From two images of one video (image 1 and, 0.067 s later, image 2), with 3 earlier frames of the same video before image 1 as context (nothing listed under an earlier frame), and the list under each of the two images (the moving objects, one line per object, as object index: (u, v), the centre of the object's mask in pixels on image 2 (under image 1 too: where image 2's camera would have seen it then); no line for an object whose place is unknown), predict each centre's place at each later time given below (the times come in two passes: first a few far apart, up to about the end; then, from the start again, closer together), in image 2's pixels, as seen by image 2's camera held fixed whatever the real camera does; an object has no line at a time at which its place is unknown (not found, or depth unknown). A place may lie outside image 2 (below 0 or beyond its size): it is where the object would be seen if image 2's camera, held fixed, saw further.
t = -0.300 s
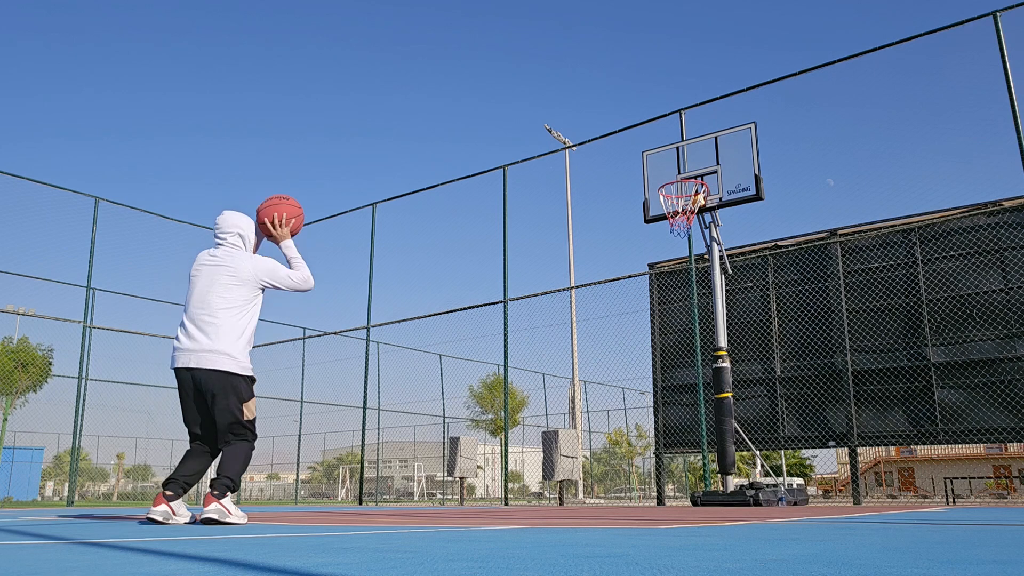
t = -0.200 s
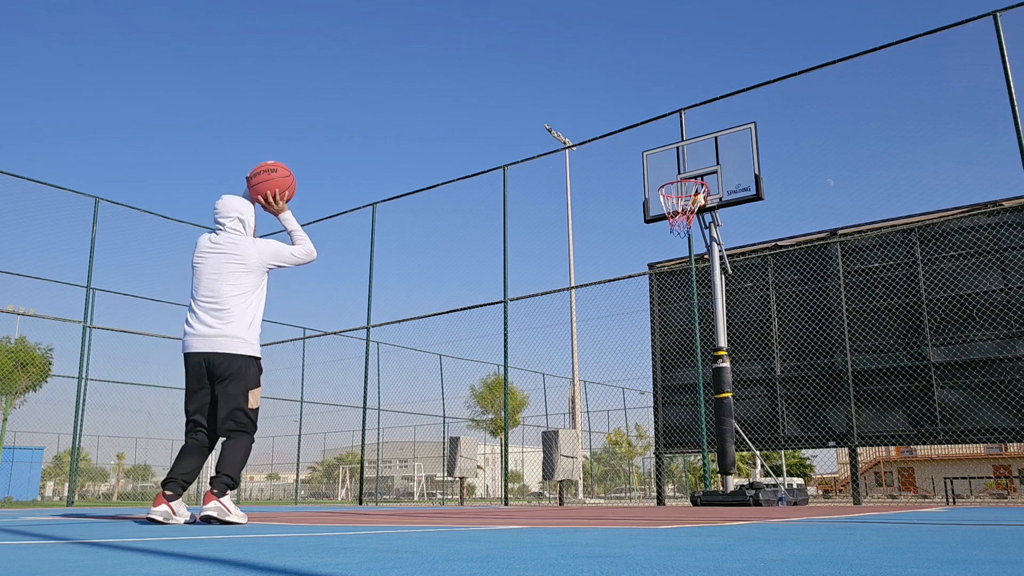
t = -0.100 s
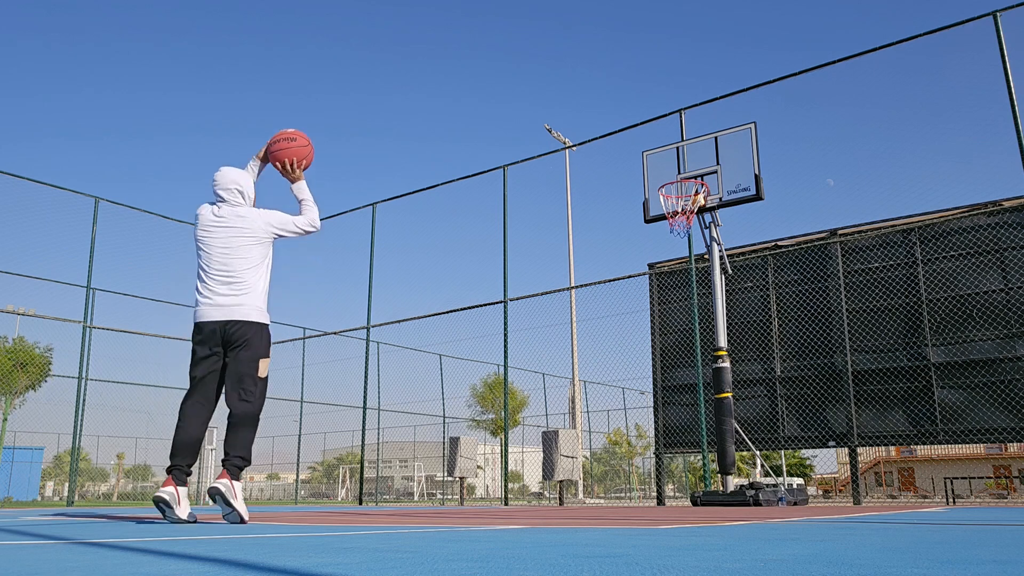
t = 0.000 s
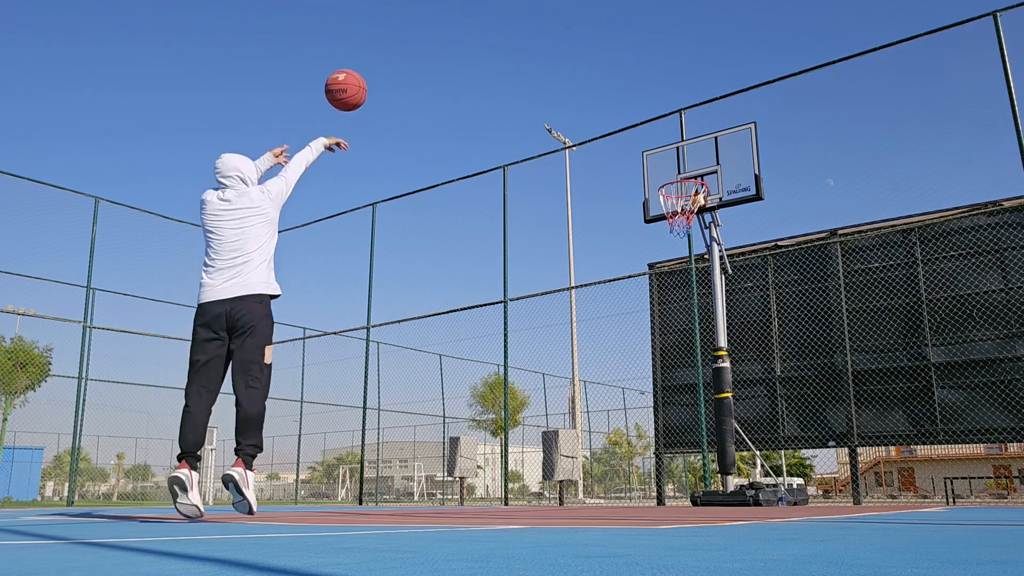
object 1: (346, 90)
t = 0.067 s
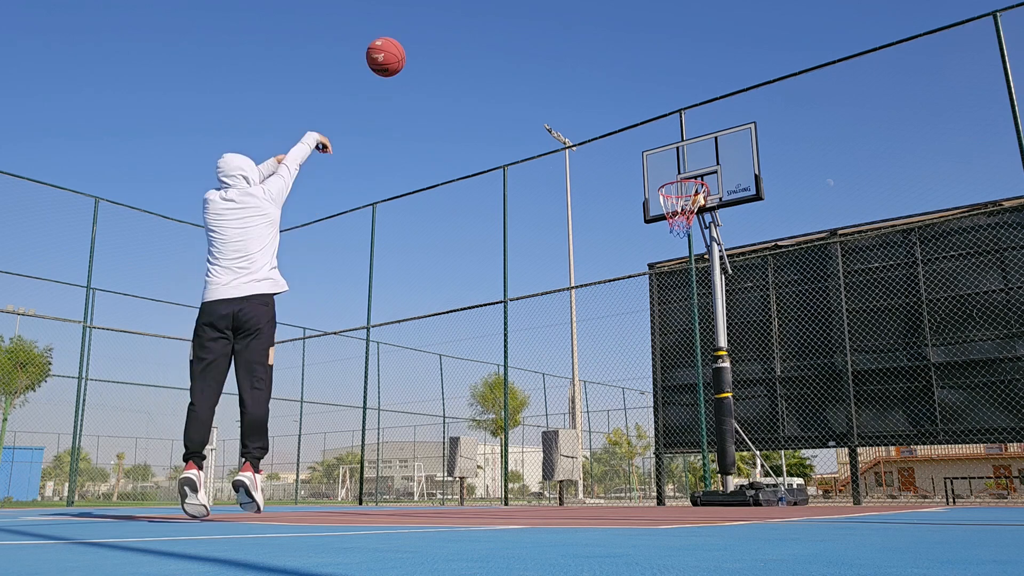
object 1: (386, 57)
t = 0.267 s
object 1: (478, 11)
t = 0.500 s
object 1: (557, 18)
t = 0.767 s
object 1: (627, 89)
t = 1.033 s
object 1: (677, 178)
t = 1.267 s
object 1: (676, 192)
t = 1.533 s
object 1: (677, 247)
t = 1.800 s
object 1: (683, 374)
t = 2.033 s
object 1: (690, 457)
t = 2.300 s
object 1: (691, 339)
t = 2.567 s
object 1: (694, 298)
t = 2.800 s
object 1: (699, 319)
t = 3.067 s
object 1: (705, 402)
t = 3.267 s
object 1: (698, 490)
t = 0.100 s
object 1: (403, 44)
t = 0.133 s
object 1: (420, 33)
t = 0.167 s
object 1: (436, 24)
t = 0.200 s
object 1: (451, 17)
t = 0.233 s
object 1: (465, 13)
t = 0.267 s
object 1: (478, 11)
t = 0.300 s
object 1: (491, 10)
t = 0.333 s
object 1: (503, 9)
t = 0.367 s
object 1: (515, 9)
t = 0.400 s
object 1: (526, 10)
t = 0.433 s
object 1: (537, 11)
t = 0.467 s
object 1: (547, 14)
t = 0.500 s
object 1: (557, 18)
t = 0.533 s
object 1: (567, 24)
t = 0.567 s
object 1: (576, 31)
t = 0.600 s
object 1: (585, 39)
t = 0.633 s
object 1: (594, 47)
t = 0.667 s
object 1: (603, 56)
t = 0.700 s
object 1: (611, 66)
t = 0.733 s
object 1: (619, 77)
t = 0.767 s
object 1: (627, 89)
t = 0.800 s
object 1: (635, 101)
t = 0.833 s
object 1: (642, 115)
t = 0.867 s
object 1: (650, 129)
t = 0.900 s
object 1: (657, 143)
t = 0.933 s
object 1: (664, 159)
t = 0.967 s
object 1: (670, 173)
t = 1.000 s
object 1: (673, 175)
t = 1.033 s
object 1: (677, 178)
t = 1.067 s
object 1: (680, 183)
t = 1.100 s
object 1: (683, 187)
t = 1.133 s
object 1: (685, 190)
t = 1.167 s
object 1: (683, 191)
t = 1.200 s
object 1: (680, 190)
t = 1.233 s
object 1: (679, 190)
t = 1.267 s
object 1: (676, 192)
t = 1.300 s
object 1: (675, 195)
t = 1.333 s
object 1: (677, 202)
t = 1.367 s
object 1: (675, 207)
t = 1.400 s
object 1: (675, 213)
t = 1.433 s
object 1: (675, 221)
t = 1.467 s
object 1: (676, 228)
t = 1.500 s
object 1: (676, 237)
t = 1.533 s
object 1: (677, 247)
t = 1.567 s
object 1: (678, 259)
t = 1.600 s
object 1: (678, 272)
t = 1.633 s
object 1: (679, 285)
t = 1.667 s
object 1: (680, 301)
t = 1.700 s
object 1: (681, 316)
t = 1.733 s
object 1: (681, 334)
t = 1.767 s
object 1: (682, 354)
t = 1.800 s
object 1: (683, 374)
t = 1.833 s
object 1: (685, 395)
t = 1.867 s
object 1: (685, 419)
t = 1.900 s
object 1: (687, 443)
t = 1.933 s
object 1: (688, 469)
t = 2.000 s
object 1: (690, 478)
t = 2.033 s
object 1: (690, 457)
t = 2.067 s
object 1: (690, 438)
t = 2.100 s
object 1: (690, 419)
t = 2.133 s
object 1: (690, 402)
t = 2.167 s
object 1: (690, 387)
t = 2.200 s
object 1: (690, 374)
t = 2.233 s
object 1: (690, 361)
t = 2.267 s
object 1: (691, 349)
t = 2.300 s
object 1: (691, 339)
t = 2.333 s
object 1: (691, 330)
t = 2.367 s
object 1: (691, 322)
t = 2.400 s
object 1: (692, 315)
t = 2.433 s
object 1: (692, 310)
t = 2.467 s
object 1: (692, 306)
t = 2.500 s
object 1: (693, 302)
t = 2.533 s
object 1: (693, 300)
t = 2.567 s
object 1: (694, 298)
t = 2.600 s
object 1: (694, 298)
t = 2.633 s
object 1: (695, 299)
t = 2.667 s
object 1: (696, 301)
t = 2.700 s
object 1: (696, 304)
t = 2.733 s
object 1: (697, 308)
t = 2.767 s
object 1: (698, 313)
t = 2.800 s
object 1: (699, 319)
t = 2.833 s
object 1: (700, 326)
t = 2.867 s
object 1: (701, 334)
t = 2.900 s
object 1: (702, 344)
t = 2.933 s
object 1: (703, 354)
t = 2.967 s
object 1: (704, 366)
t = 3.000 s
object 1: (705, 378)
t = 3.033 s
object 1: (705, 390)
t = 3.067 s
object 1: (705, 402)
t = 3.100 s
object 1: (704, 415)
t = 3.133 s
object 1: (703, 429)
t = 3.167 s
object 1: (703, 444)
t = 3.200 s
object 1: (702, 460)
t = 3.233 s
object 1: (701, 477)
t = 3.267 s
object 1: (698, 490)
